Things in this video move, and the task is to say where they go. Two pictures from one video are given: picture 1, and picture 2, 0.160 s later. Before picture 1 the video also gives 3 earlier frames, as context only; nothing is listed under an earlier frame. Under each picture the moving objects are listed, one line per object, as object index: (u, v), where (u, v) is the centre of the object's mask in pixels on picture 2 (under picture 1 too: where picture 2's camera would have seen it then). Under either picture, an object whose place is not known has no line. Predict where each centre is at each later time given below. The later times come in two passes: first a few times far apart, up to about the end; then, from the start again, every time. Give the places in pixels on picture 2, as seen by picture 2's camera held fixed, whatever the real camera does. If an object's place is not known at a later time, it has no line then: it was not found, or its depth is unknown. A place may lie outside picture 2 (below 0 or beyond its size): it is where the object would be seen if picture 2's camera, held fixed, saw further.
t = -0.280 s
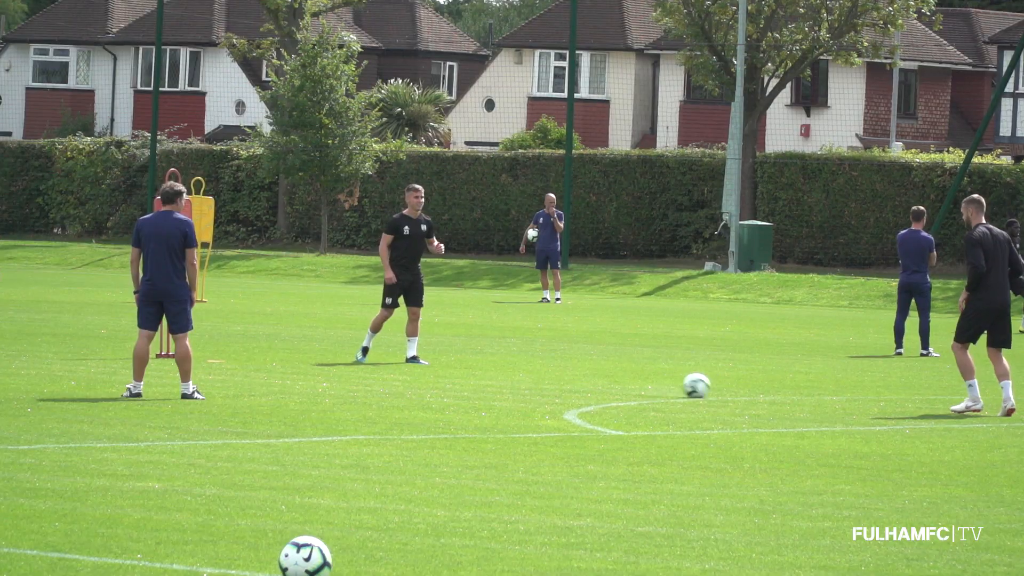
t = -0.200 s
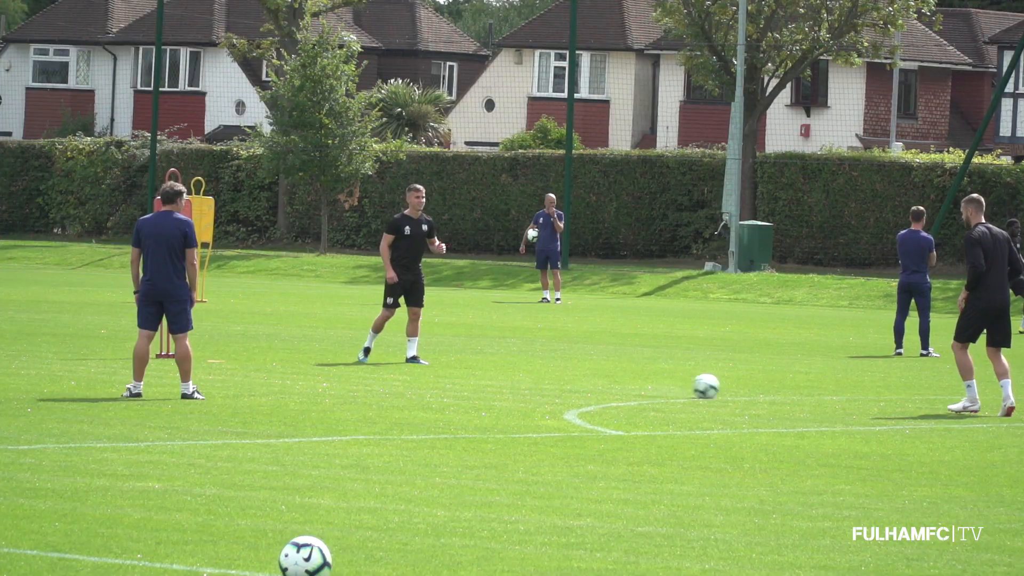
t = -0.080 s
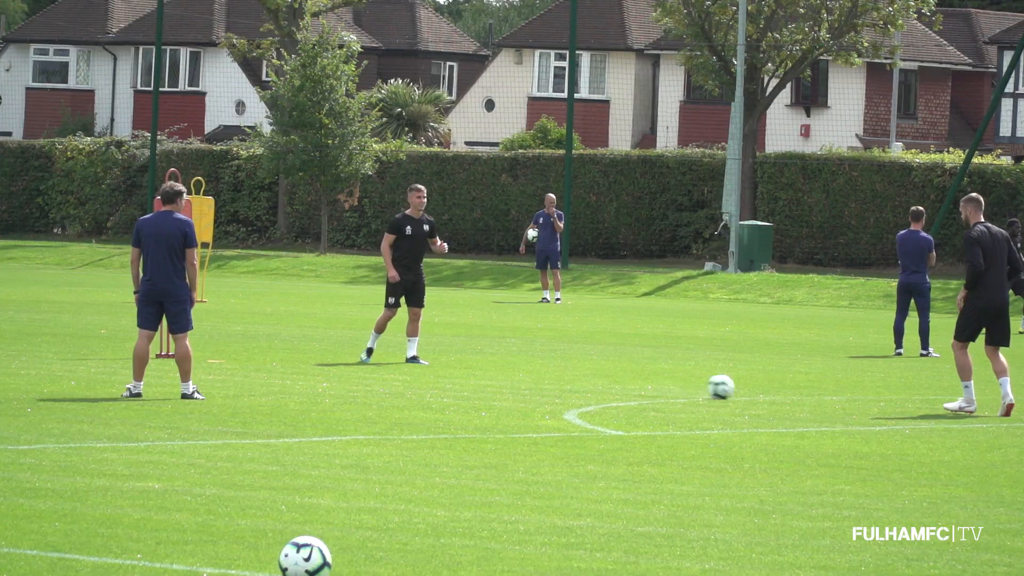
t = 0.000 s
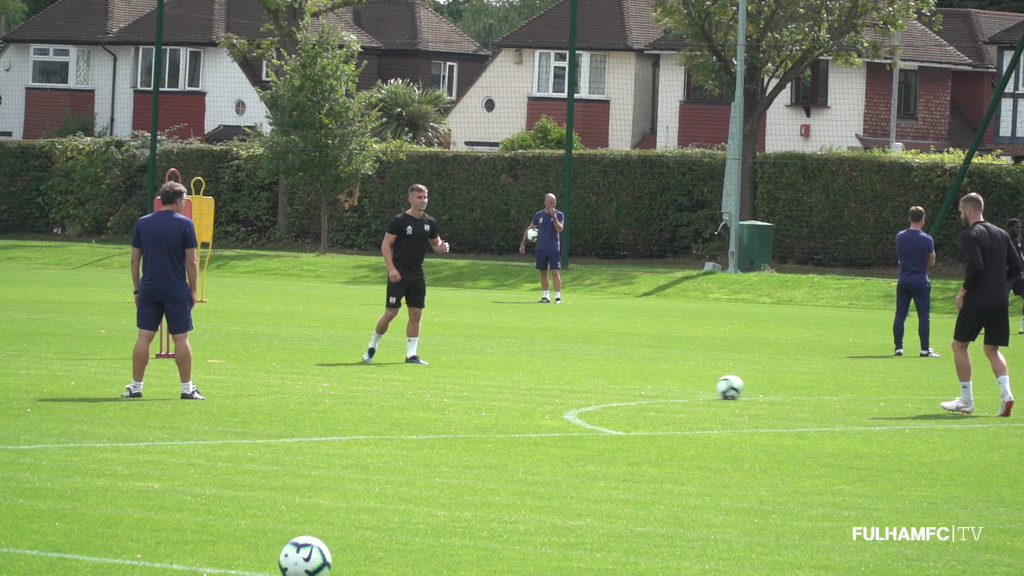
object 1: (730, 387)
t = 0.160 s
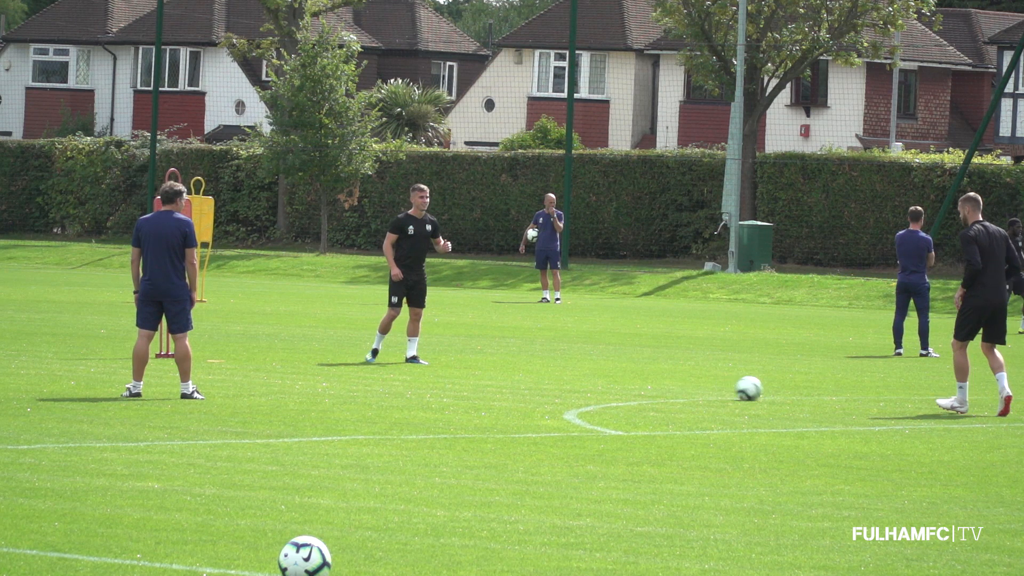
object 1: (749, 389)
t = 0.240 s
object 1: (758, 389)
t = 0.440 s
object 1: (782, 391)
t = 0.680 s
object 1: (809, 391)
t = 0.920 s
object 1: (837, 393)
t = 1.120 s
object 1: (860, 394)
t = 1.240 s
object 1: (873, 395)
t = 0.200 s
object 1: (754, 389)
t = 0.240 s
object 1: (758, 389)
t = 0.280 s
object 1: (763, 389)
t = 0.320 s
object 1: (768, 390)
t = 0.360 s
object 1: (773, 390)
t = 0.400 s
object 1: (777, 390)
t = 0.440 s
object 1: (782, 391)
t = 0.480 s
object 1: (786, 391)
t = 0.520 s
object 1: (791, 391)
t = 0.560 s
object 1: (796, 391)
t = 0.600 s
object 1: (800, 391)
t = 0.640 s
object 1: (805, 391)
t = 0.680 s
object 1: (809, 391)
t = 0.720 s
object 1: (814, 392)
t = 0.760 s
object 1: (819, 392)
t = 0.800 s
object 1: (823, 392)
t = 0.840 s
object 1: (828, 393)
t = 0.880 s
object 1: (832, 393)
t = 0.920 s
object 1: (837, 393)
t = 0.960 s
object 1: (842, 393)
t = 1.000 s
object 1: (846, 393)
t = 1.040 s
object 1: (850, 394)
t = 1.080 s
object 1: (855, 394)
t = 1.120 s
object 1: (860, 394)
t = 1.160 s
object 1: (864, 394)
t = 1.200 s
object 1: (868, 395)
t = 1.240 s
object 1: (873, 395)
